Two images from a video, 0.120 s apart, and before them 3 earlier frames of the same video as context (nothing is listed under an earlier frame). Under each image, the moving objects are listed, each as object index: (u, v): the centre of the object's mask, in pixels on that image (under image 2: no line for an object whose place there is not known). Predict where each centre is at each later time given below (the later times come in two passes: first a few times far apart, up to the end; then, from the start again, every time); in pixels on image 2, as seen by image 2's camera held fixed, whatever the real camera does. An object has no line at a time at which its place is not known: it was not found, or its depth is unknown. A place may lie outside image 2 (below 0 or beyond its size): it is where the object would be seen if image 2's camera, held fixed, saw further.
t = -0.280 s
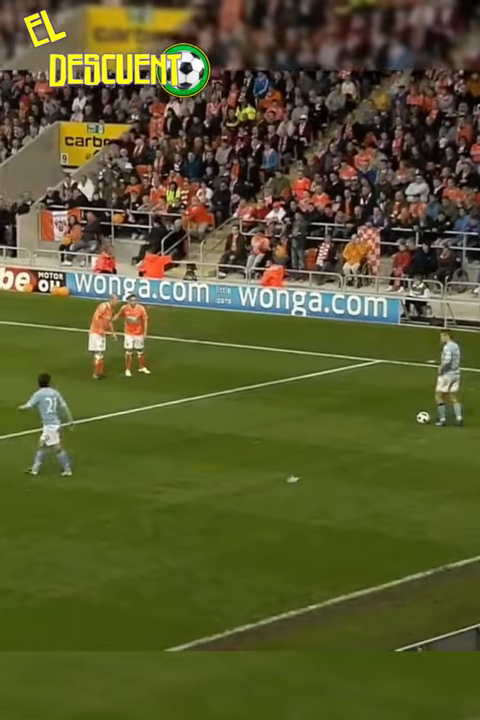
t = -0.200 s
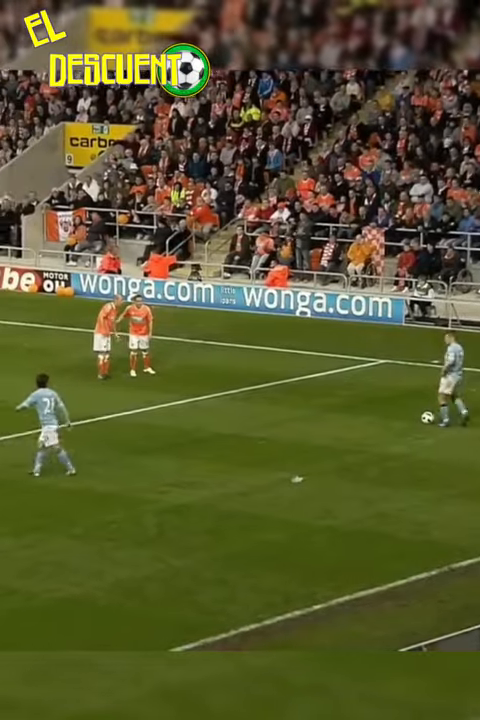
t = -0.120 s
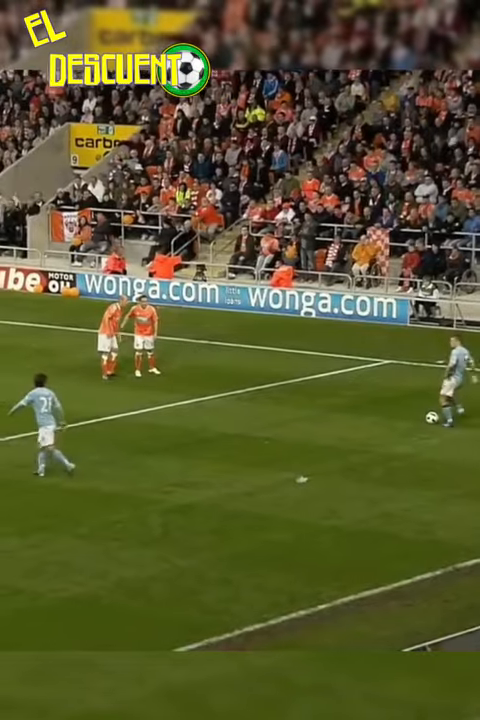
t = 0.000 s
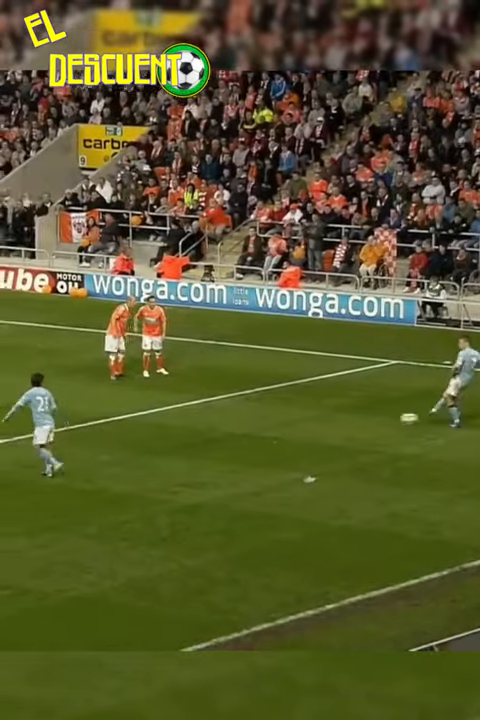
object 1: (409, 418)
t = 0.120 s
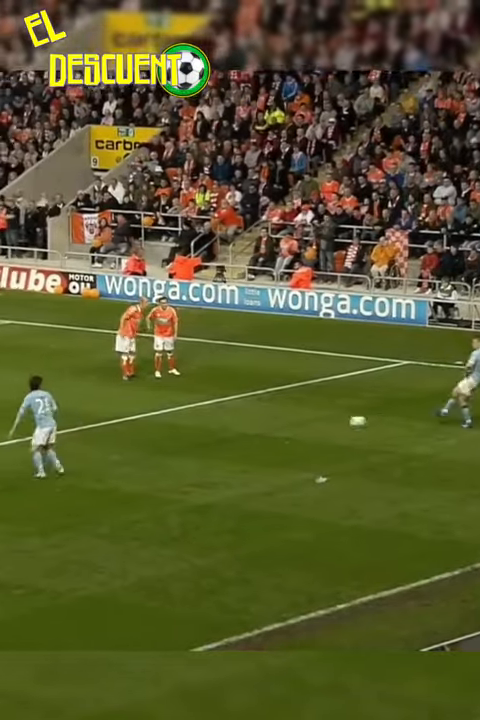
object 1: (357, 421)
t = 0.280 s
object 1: (282, 424)
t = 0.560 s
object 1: (173, 429)
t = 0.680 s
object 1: (135, 431)
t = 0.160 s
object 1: (338, 422)
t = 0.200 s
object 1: (318, 423)
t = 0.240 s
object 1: (299, 424)
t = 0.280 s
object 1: (282, 424)
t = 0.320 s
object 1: (265, 425)
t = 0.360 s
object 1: (248, 426)
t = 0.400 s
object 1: (231, 427)
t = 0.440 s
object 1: (216, 427)
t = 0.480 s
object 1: (201, 428)
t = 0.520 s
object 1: (187, 428)
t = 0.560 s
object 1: (173, 429)
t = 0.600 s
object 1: (159, 430)
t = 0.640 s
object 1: (146, 430)
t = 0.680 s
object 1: (135, 431)
